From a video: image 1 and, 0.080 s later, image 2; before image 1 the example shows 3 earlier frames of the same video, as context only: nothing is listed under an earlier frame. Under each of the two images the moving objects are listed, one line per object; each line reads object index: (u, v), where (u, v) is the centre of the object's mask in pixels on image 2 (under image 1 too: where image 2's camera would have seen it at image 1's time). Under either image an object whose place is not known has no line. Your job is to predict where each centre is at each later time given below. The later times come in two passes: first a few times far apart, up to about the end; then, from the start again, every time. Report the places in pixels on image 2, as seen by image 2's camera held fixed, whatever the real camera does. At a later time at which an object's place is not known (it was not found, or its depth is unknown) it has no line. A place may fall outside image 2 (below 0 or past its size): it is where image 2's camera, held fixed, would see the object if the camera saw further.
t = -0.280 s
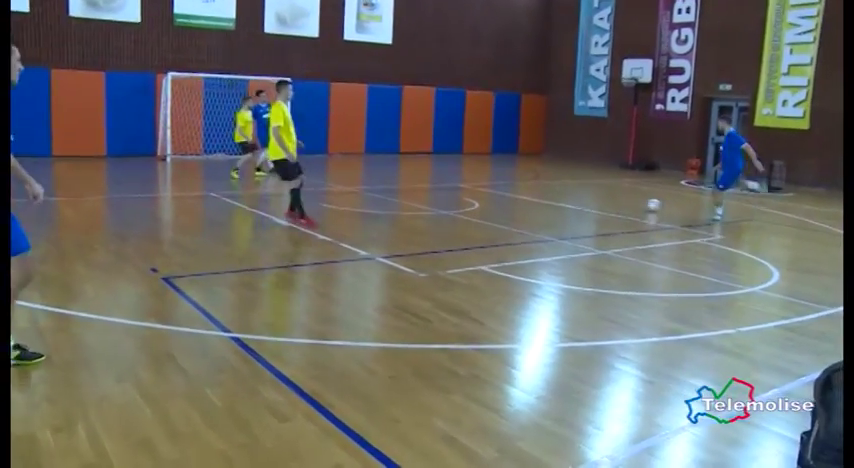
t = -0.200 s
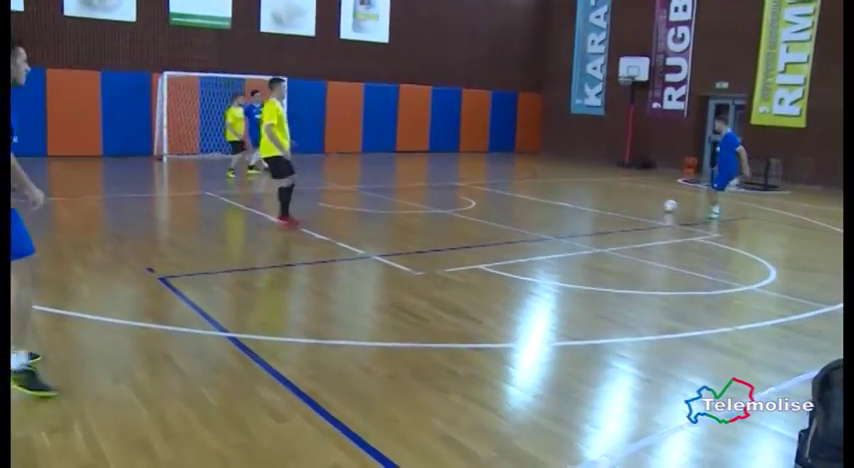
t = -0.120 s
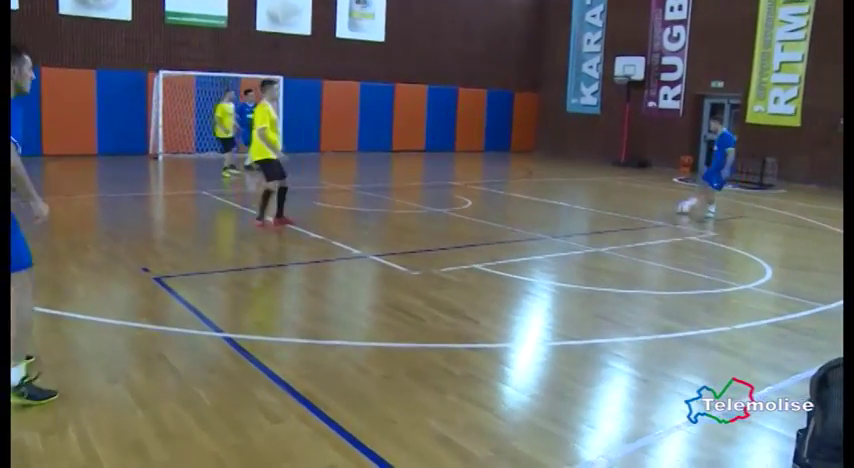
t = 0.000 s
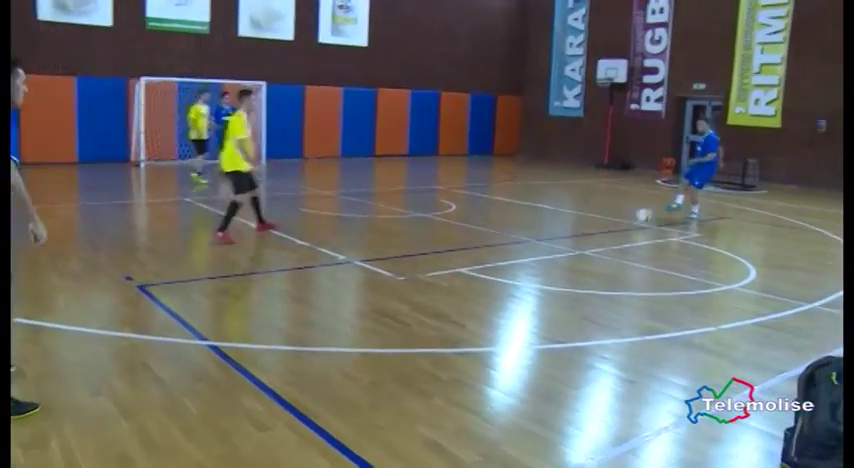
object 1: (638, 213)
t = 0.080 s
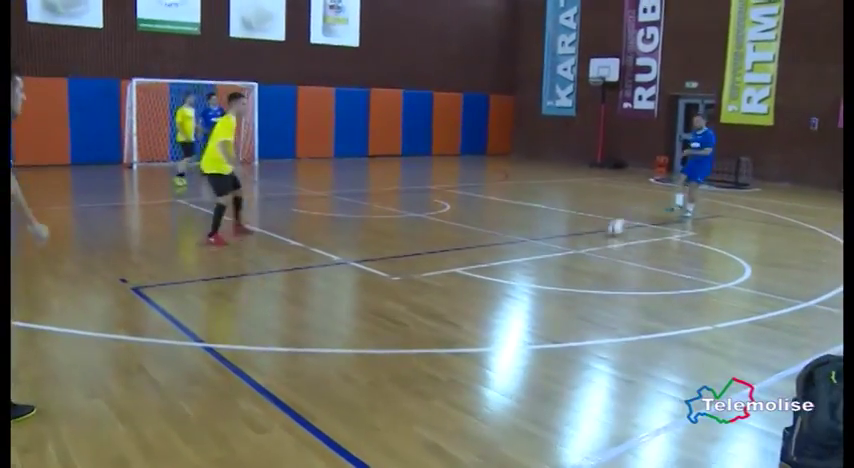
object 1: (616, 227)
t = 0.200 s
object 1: (584, 241)
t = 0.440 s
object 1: (499, 293)
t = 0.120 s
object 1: (605, 231)
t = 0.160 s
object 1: (596, 235)
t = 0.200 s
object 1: (584, 241)
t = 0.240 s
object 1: (573, 250)
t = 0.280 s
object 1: (559, 257)
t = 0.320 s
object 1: (547, 264)
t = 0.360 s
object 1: (533, 274)
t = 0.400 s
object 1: (517, 287)
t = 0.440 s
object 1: (499, 293)
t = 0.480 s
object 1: (483, 302)
